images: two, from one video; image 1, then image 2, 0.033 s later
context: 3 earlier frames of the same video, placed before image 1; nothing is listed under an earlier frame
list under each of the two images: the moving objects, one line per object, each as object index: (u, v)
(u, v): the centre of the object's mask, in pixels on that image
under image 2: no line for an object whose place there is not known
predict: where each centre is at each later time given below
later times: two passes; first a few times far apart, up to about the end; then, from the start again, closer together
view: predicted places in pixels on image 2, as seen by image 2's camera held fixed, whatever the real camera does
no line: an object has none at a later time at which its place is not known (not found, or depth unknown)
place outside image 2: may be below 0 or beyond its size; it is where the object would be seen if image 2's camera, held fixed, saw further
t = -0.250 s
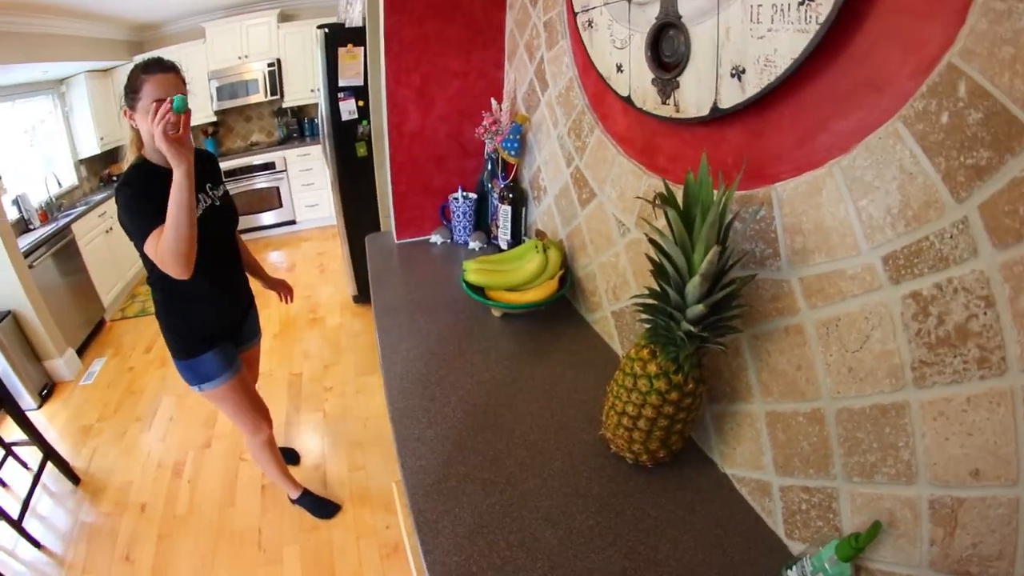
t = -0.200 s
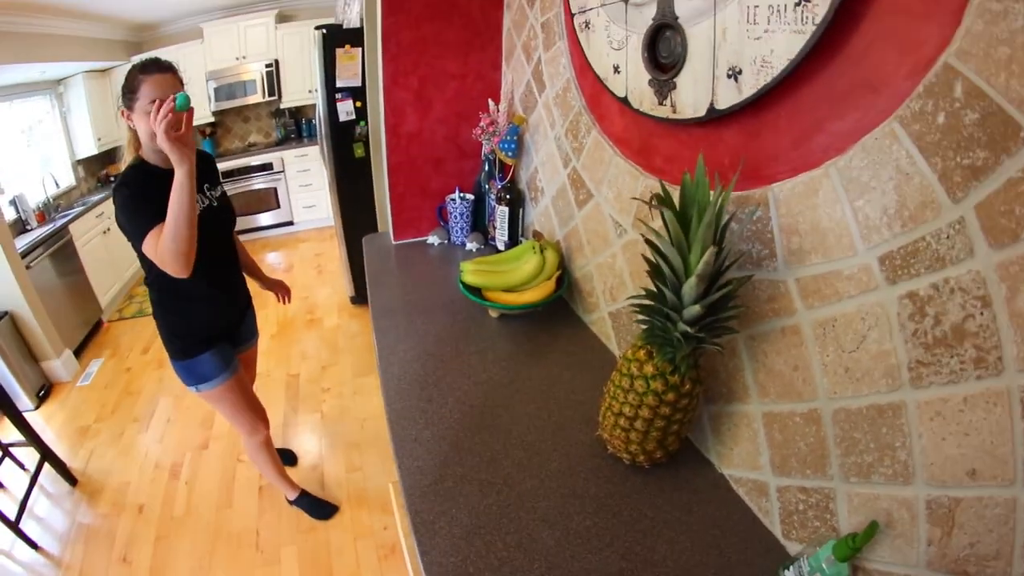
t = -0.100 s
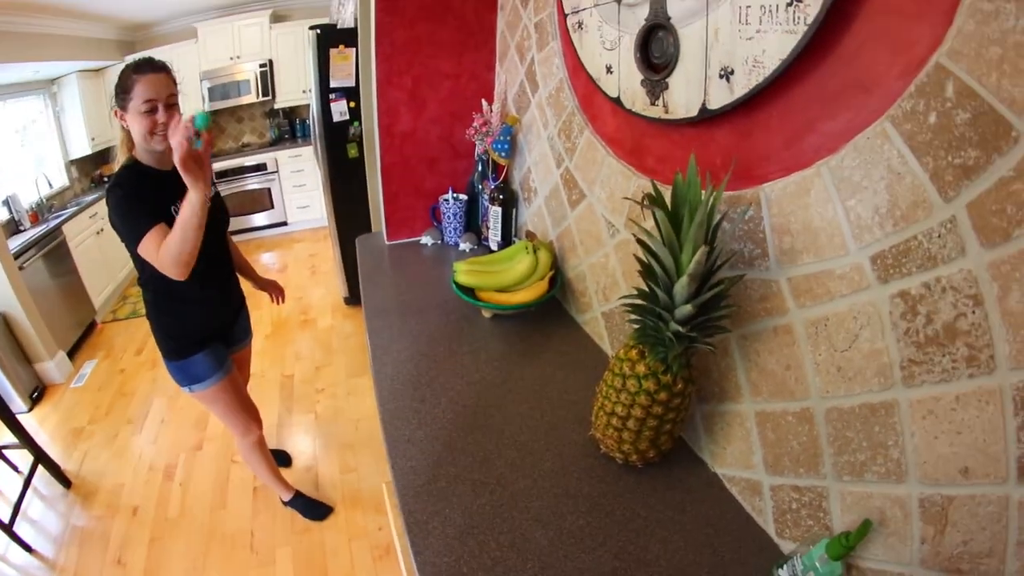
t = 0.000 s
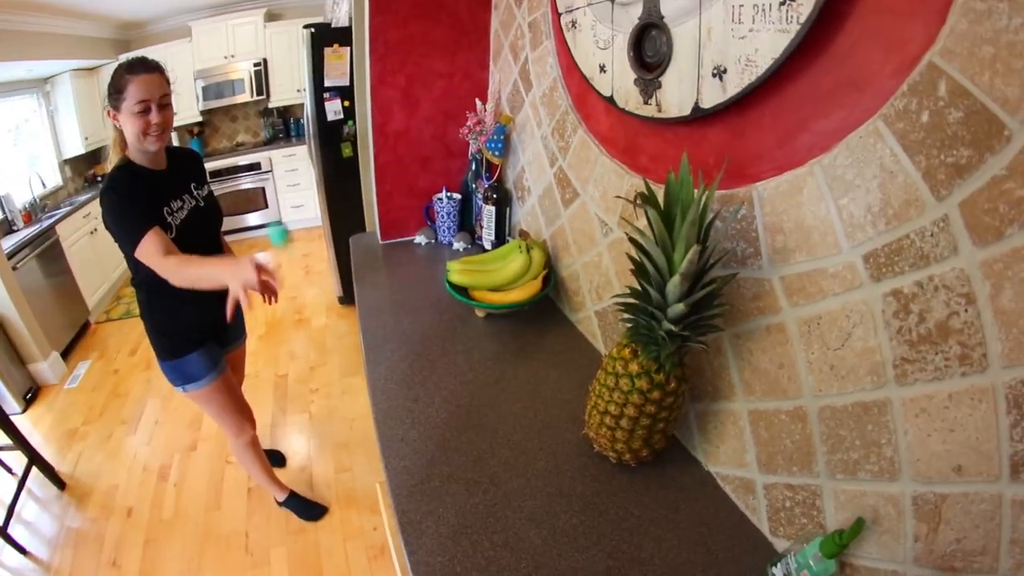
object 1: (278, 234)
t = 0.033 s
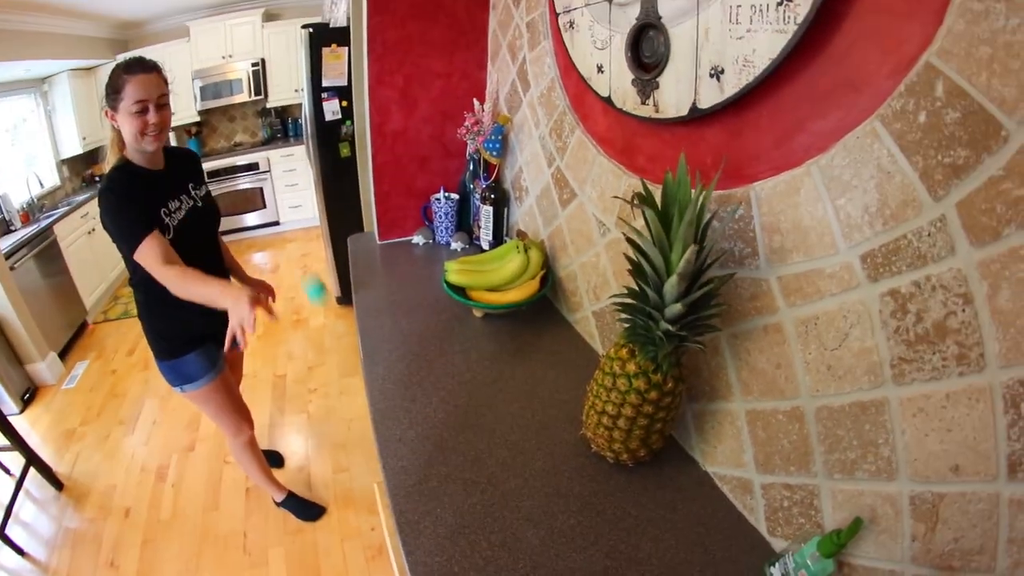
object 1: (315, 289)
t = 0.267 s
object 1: (484, 189)
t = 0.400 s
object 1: (615, 144)
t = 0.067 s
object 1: (356, 349)
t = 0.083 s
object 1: (377, 379)
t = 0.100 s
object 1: (386, 374)
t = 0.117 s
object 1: (391, 356)
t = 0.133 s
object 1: (397, 337)
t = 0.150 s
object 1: (404, 317)
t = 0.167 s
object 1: (412, 297)
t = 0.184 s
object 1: (420, 278)
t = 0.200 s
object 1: (431, 258)
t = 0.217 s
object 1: (443, 240)
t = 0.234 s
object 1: (456, 221)
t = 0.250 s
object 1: (467, 205)
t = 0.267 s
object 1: (484, 189)
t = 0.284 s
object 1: (498, 176)
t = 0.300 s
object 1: (513, 165)
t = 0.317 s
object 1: (531, 155)
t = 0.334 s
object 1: (547, 147)
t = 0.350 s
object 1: (564, 142)
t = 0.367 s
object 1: (581, 140)
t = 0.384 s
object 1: (599, 141)
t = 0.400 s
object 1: (615, 144)
